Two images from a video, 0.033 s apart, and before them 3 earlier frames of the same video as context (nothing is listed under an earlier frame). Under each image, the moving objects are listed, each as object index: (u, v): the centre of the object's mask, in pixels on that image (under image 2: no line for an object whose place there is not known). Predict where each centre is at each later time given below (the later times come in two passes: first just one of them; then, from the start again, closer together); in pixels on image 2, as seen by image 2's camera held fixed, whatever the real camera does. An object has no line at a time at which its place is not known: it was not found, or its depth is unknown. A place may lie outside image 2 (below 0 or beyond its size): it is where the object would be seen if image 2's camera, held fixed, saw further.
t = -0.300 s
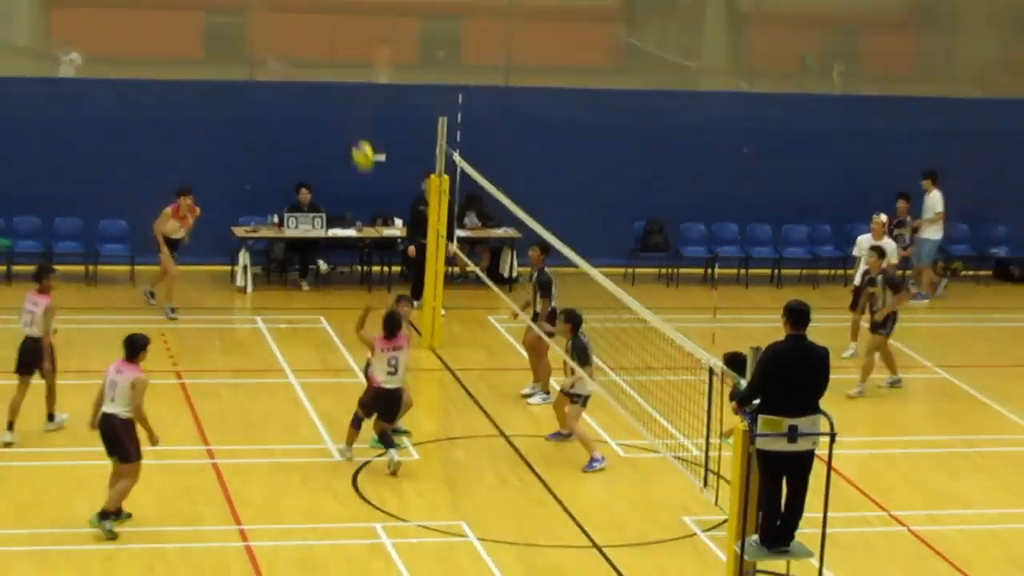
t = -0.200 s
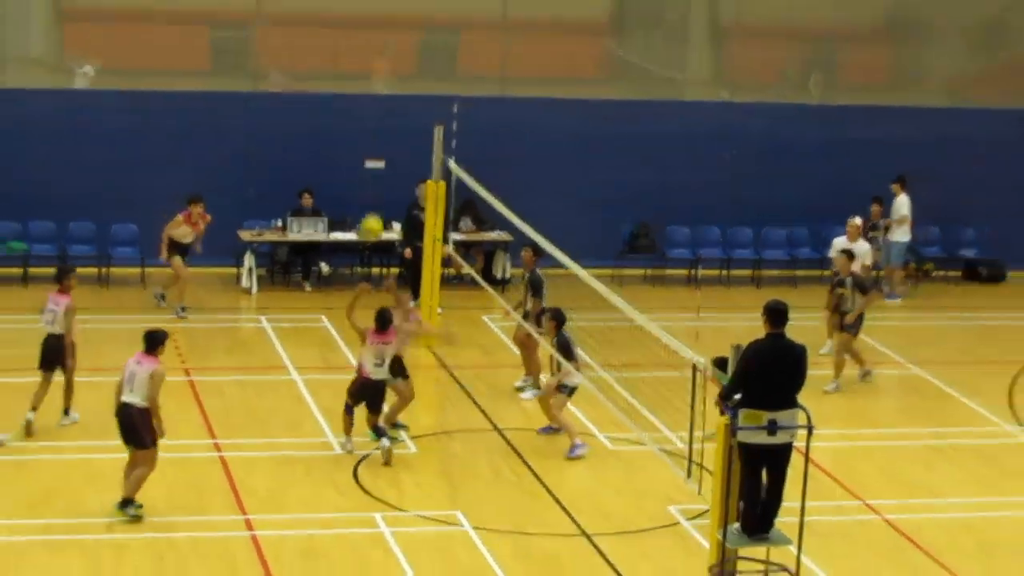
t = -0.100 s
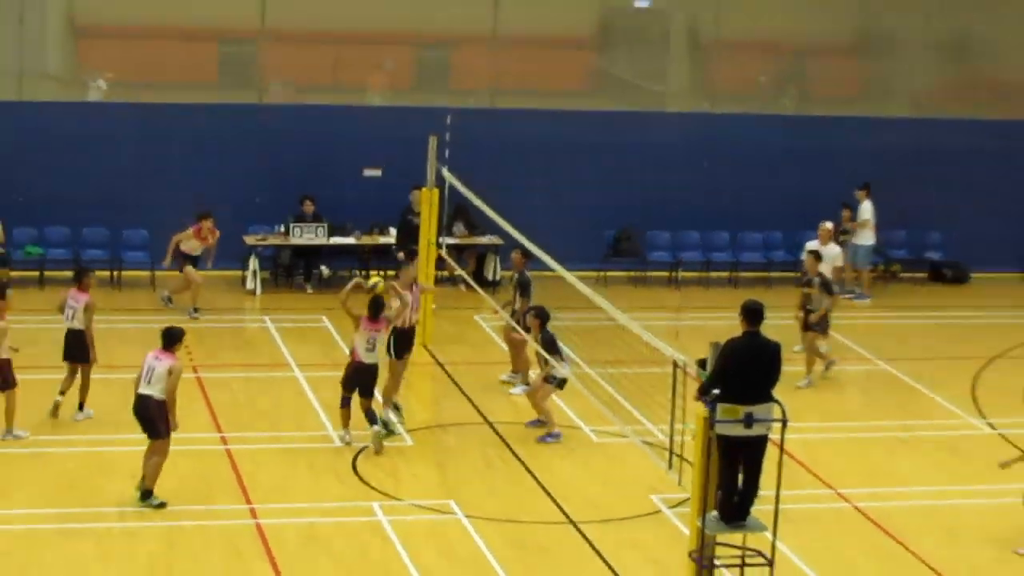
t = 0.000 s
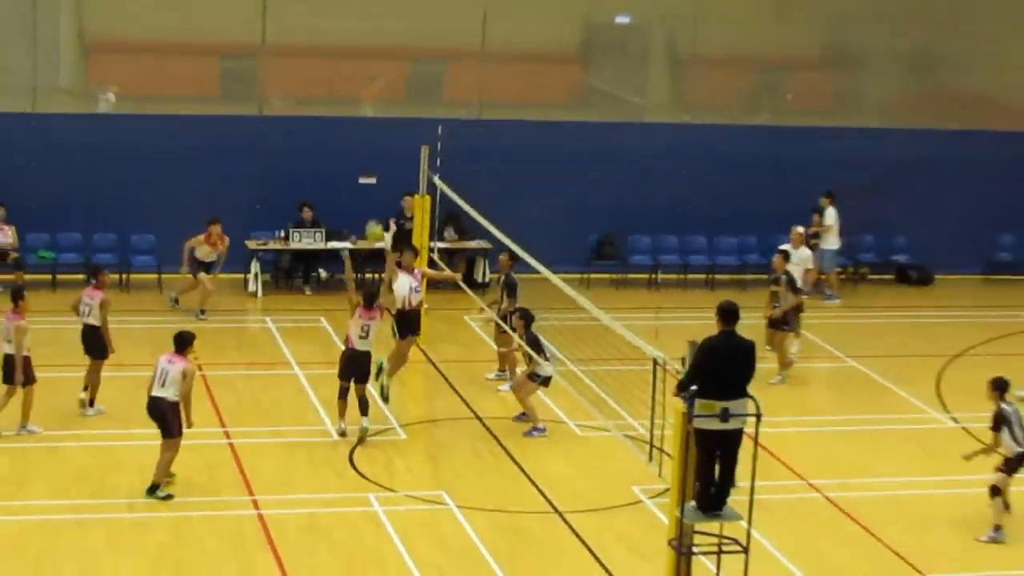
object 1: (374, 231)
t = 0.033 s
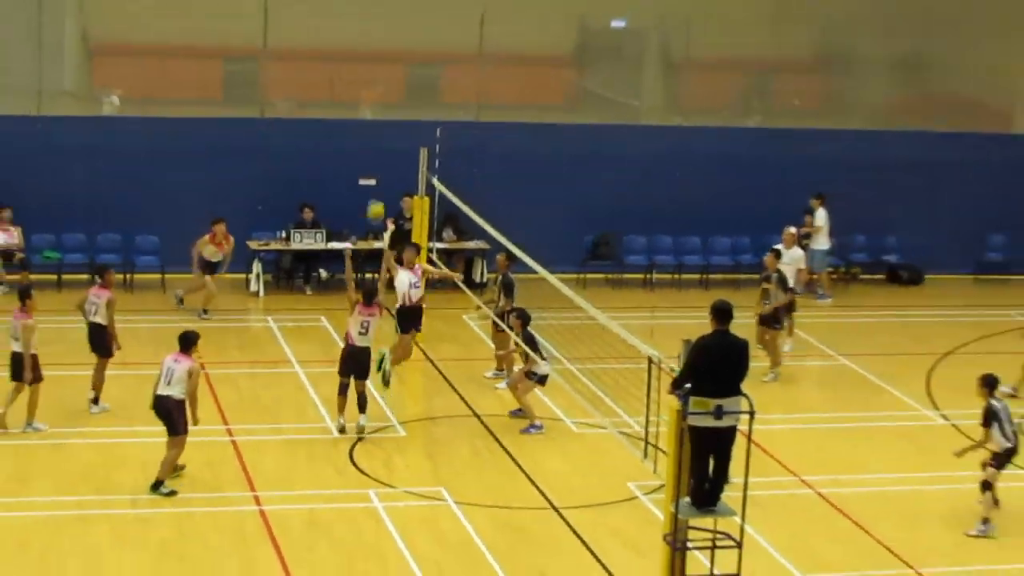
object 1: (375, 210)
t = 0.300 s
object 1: (388, 74)
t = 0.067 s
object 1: (377, 189)
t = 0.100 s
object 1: (379, 170)
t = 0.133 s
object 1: (380, 152)
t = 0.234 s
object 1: (385, 102)
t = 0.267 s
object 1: (386, 86)
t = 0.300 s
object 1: (388, 74)
